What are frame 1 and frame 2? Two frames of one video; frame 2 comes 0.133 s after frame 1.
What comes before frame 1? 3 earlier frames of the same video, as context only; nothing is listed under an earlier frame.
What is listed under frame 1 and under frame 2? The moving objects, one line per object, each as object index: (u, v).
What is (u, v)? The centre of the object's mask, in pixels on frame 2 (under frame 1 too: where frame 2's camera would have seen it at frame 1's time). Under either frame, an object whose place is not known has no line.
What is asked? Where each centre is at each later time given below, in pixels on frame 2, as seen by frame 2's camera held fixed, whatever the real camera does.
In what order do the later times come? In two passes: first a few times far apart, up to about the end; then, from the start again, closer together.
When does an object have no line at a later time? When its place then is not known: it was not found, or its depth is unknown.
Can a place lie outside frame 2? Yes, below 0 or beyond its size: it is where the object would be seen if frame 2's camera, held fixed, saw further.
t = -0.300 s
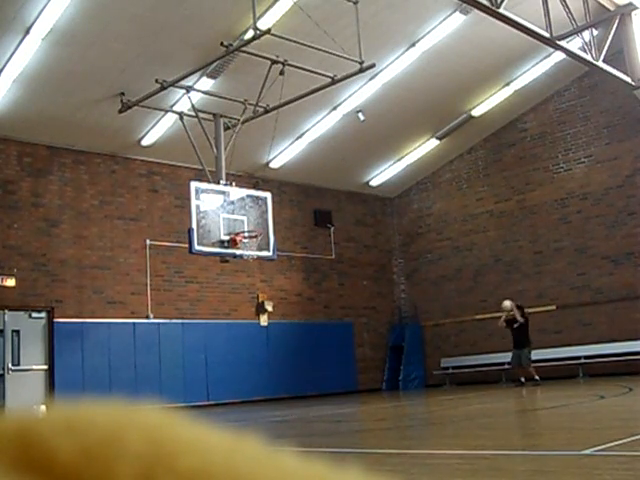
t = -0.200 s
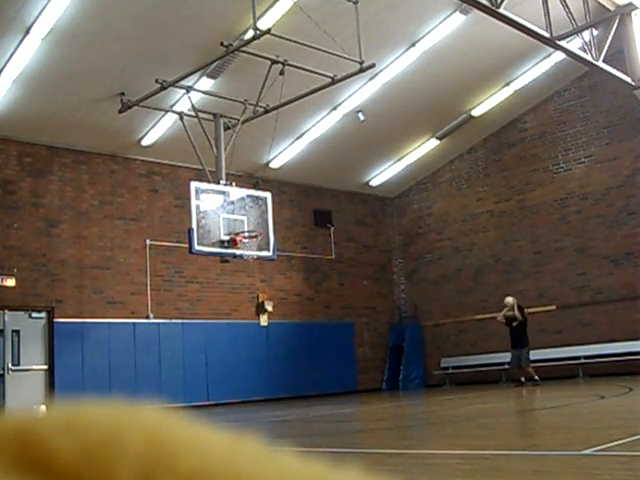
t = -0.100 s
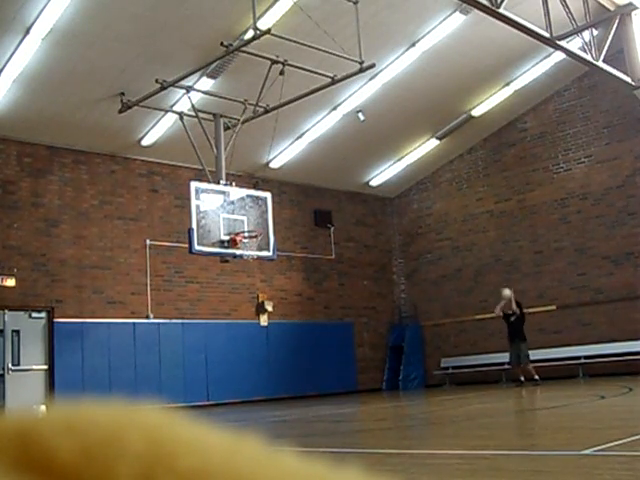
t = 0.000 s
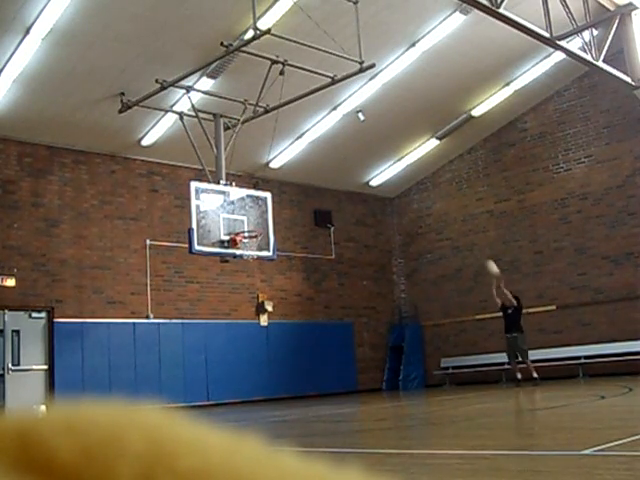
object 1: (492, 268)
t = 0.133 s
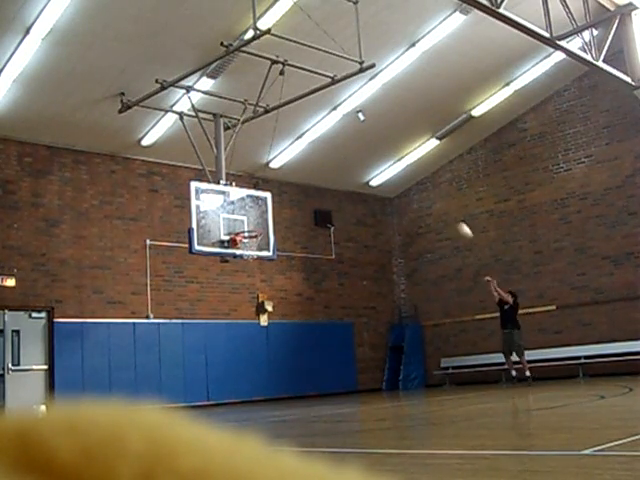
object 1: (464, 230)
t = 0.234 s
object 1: (443, 207)
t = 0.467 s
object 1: (396, 172)
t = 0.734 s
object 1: (340, 156)
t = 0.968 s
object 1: (293, 172)
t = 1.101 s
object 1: (263, 195)
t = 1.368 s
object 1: (209, 213)
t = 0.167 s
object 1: (457, 222)
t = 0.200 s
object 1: (449, 214)
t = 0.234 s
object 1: (443, 207)
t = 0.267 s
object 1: (436, 200)
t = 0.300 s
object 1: (429, 194)
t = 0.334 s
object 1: (422, 188)
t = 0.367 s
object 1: (415, 183)
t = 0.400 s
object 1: (409, 177)
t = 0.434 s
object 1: (403, 174)
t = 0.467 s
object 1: (396, 172)
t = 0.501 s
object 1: (387, 164)
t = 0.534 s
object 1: (381, 163)
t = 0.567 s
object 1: (374, 161)
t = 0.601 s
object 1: (368, 158)
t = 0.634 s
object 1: (362, 157)
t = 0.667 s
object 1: (354, 156)
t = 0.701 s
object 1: (347, 156)
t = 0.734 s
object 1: (340, 156)
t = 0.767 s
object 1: (333, 157)
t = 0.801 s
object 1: (327, 158)
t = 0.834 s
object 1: (320, 159)
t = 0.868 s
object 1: (314, 162)
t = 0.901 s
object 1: (307, 165)
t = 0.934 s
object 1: (300, 168)
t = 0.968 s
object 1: (293, 172)
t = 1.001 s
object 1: (286, 177)
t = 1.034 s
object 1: (277, 183)
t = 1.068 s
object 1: (271, 187)
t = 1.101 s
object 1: (263, 195)
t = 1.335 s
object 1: (212, 216)
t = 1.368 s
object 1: (209, 213)
